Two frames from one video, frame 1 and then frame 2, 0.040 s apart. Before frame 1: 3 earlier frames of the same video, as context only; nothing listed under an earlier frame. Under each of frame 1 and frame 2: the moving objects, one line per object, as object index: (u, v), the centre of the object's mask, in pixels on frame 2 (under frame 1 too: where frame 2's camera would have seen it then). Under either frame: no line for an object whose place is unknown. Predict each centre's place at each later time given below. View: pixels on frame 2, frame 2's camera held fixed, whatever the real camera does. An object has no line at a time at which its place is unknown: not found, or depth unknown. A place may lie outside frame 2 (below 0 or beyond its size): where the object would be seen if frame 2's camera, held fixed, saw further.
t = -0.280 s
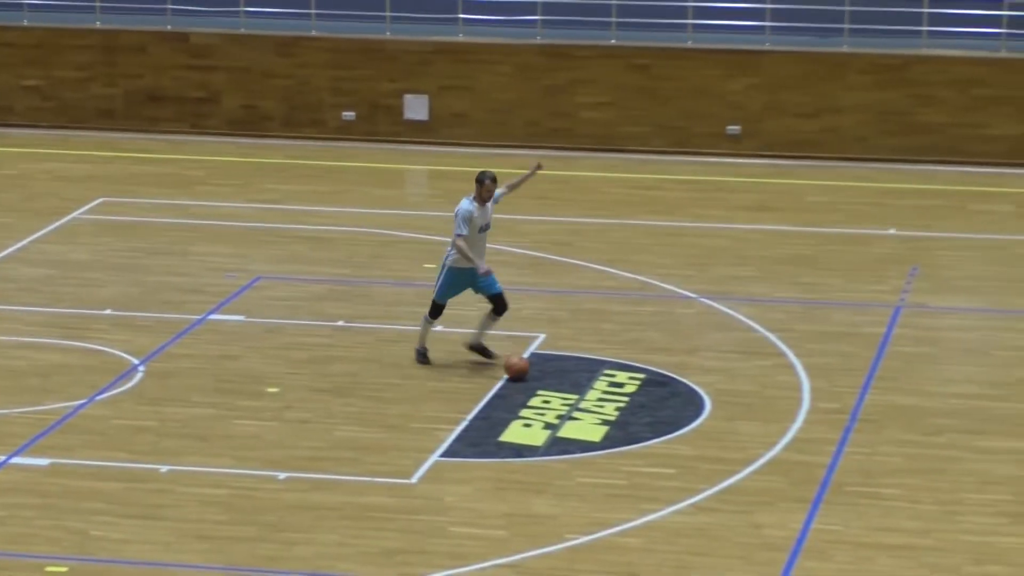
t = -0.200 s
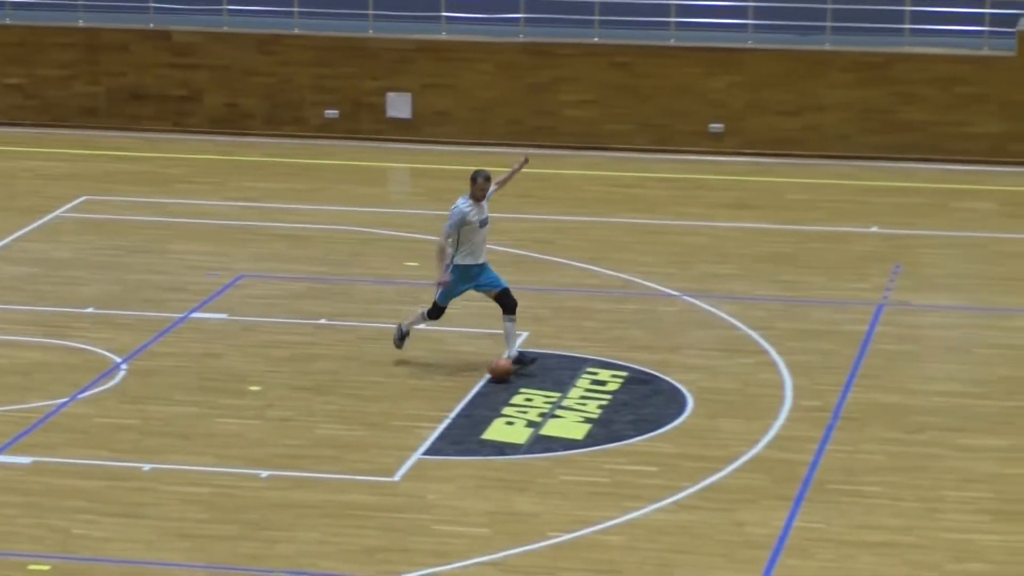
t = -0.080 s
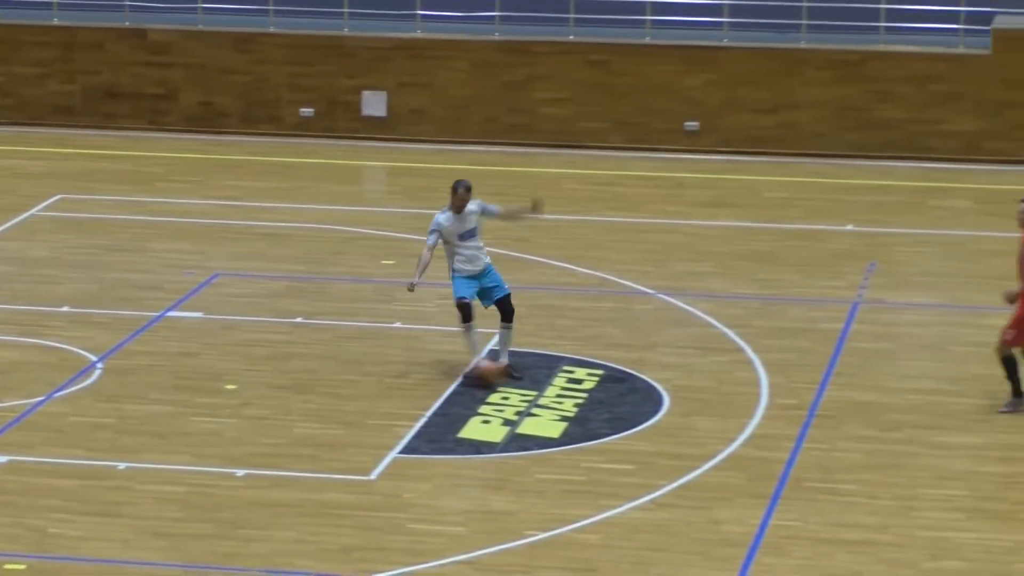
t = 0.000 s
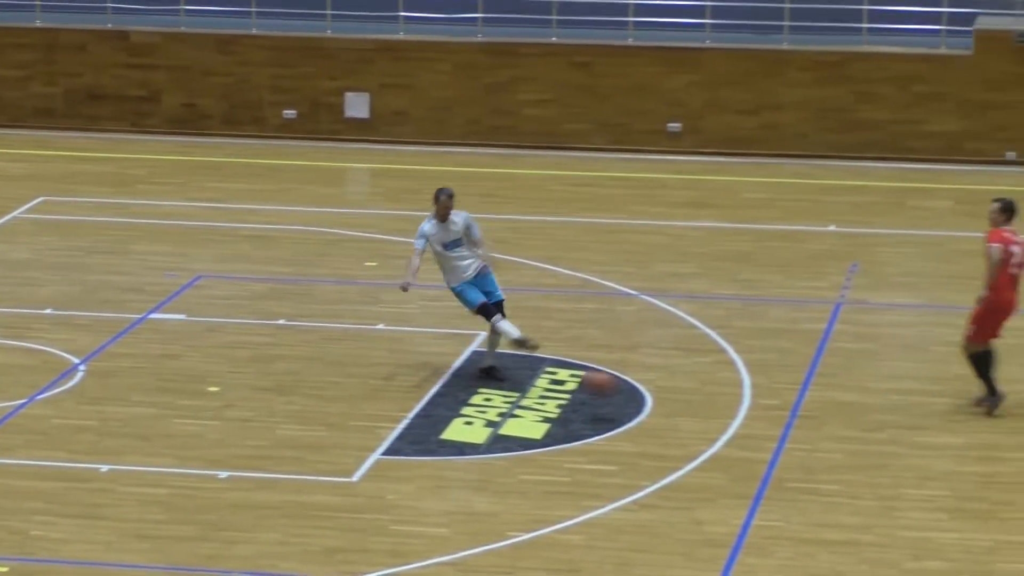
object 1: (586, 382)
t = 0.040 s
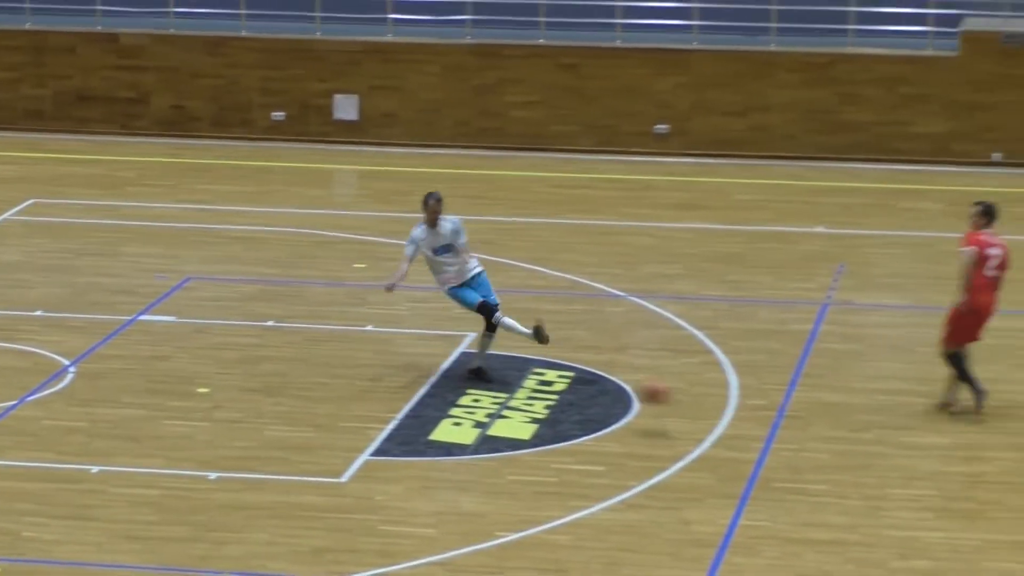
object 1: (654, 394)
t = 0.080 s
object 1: (721, 403)
